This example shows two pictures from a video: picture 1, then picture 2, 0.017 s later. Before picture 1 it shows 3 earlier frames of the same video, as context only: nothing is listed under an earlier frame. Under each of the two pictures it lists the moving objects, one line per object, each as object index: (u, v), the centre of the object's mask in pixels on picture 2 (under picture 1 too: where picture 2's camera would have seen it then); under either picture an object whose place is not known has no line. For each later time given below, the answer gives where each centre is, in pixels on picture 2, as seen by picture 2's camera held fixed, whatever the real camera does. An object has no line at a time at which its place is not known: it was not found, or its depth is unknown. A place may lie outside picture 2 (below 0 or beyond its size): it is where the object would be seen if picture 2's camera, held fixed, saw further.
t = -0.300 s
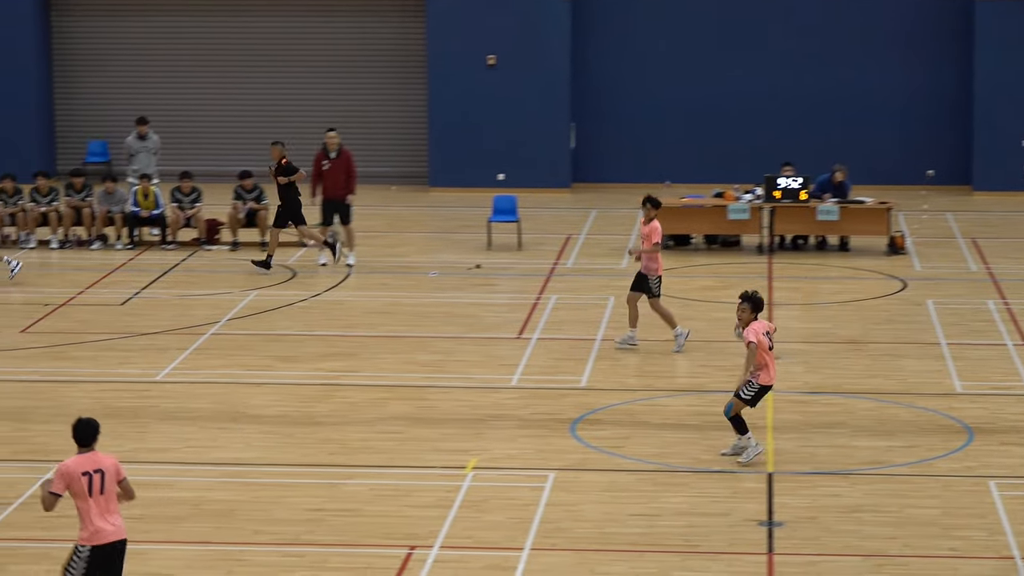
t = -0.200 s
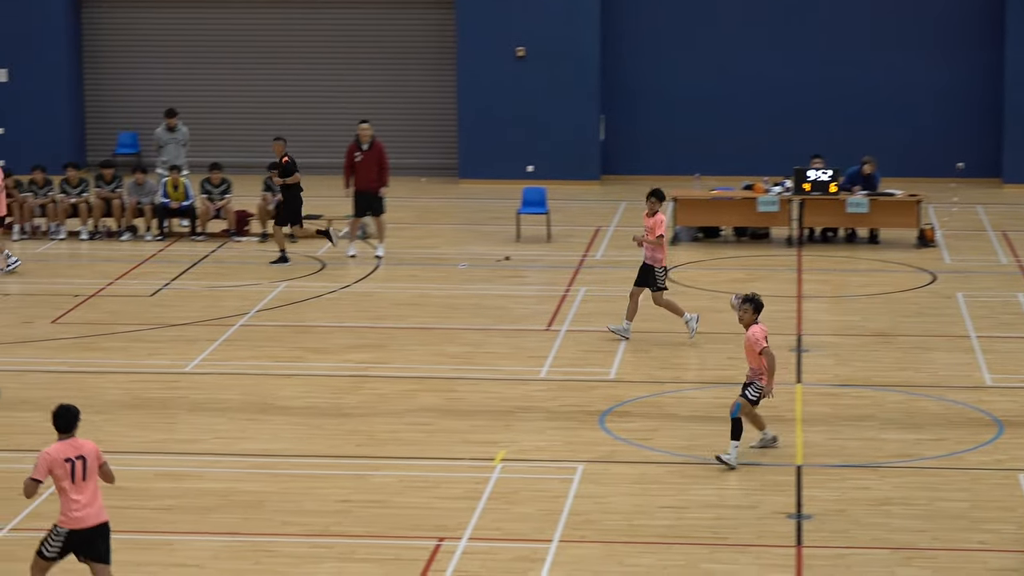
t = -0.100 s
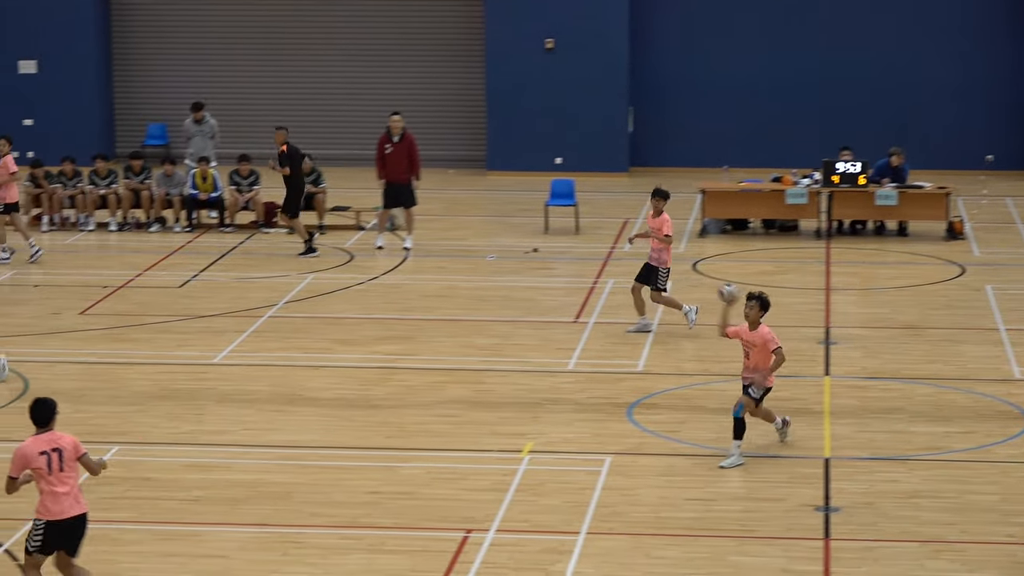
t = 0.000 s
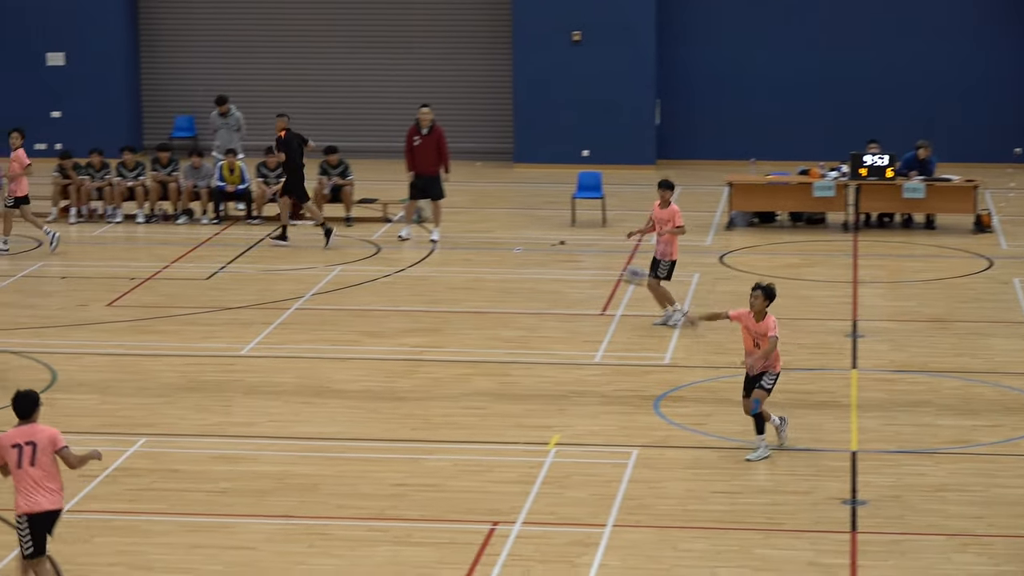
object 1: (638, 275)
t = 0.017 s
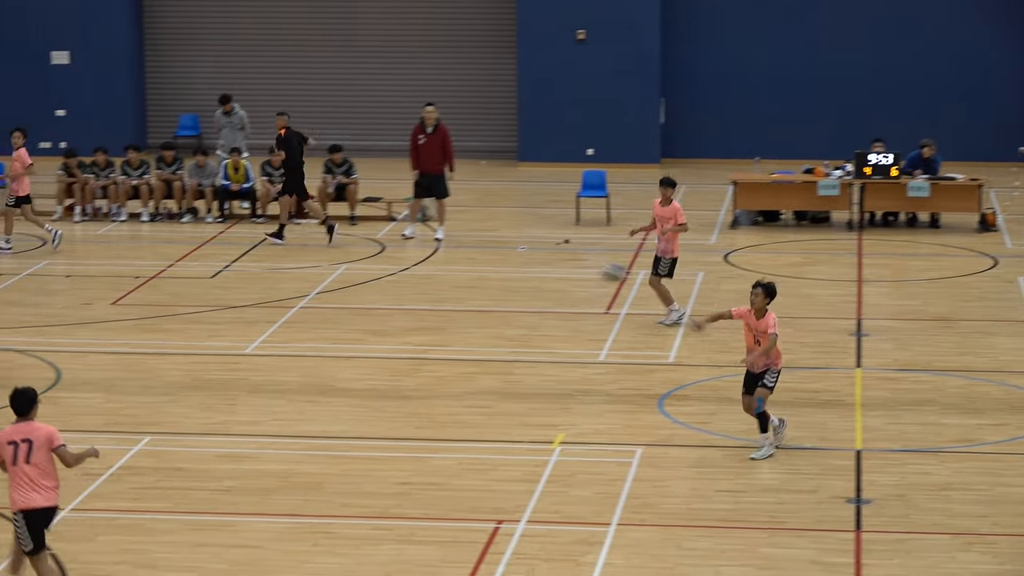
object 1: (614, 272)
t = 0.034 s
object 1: (591, 270)
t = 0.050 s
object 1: (568, 269)
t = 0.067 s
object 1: (544, 268)
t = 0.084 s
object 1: (521, 269)
